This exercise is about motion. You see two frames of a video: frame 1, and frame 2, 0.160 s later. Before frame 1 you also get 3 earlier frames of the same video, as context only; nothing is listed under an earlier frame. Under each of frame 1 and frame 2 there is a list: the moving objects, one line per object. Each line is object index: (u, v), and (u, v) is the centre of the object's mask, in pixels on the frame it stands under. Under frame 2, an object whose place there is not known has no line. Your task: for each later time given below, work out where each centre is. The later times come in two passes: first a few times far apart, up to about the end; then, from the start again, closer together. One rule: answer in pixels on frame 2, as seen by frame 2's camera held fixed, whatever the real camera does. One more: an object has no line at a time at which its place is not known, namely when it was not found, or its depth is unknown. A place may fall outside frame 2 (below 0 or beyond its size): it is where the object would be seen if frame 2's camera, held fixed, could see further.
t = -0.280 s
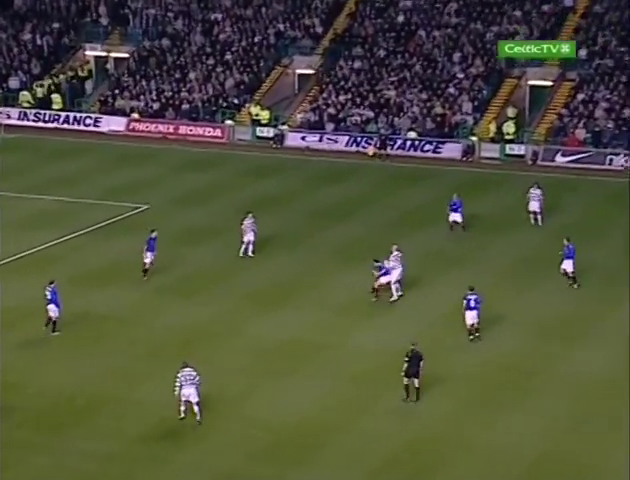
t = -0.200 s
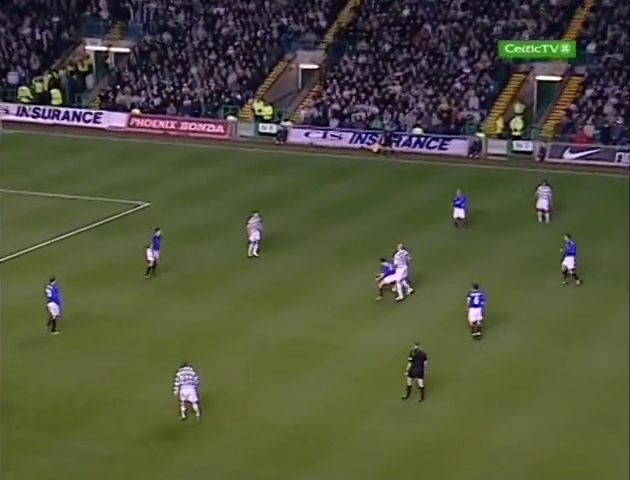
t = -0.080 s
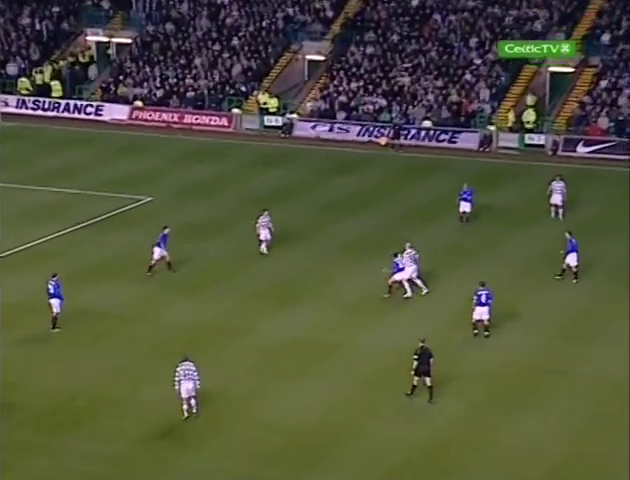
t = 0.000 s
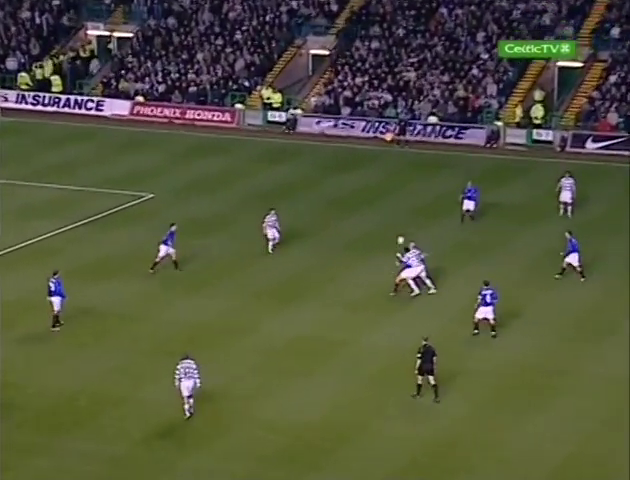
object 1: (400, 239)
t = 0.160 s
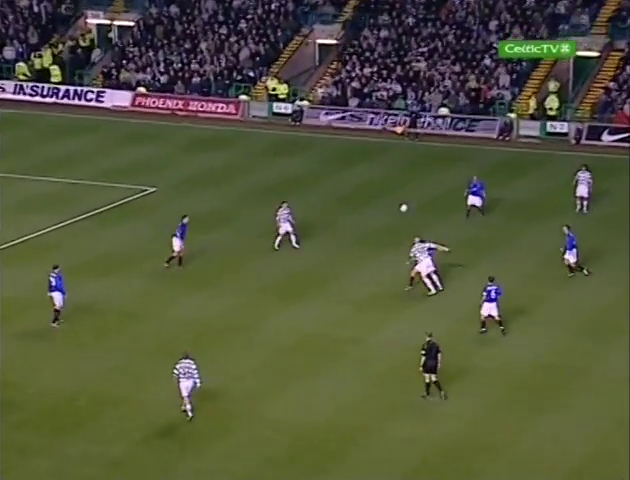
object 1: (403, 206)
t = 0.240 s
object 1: (399, 197)
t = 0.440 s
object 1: (392, 183)
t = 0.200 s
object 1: (402, 202)
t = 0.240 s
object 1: (399, 197)
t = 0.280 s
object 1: (398, 193)
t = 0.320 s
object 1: (396, 191)
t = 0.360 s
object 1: (395, 188)
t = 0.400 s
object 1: (394, 185)
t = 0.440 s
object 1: (392, 183)
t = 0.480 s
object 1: (391, 181)
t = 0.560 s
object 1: (388, 178)
